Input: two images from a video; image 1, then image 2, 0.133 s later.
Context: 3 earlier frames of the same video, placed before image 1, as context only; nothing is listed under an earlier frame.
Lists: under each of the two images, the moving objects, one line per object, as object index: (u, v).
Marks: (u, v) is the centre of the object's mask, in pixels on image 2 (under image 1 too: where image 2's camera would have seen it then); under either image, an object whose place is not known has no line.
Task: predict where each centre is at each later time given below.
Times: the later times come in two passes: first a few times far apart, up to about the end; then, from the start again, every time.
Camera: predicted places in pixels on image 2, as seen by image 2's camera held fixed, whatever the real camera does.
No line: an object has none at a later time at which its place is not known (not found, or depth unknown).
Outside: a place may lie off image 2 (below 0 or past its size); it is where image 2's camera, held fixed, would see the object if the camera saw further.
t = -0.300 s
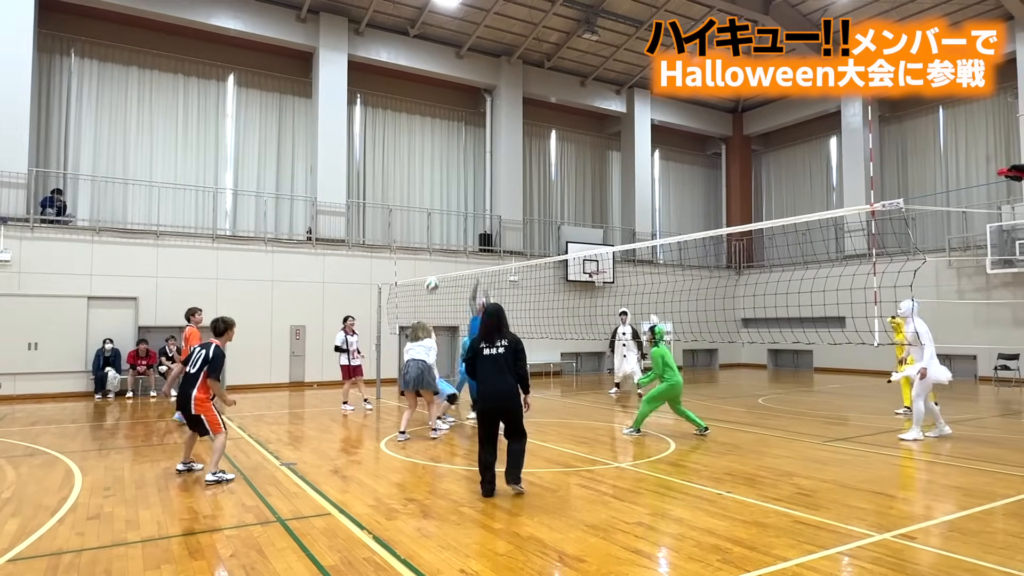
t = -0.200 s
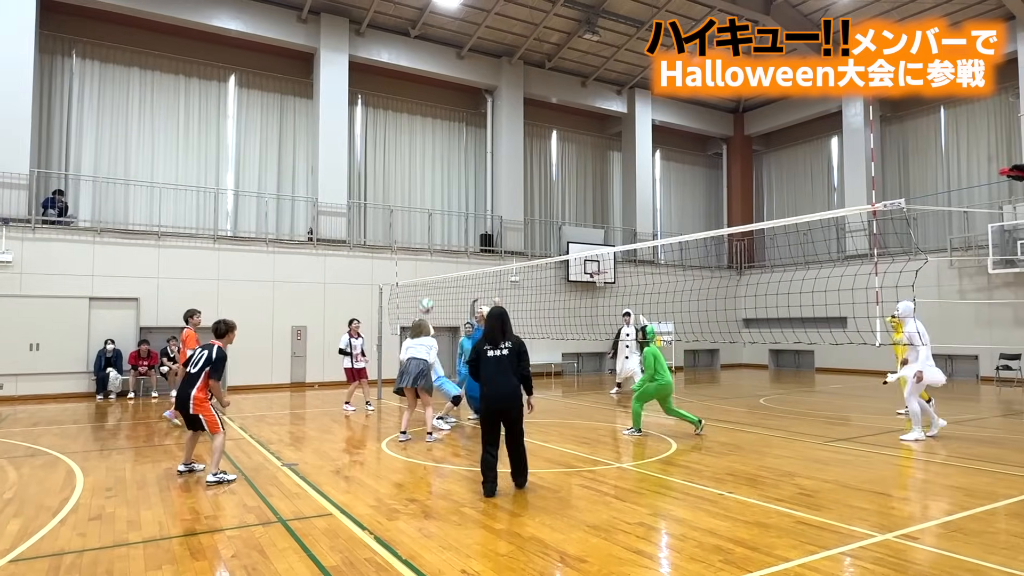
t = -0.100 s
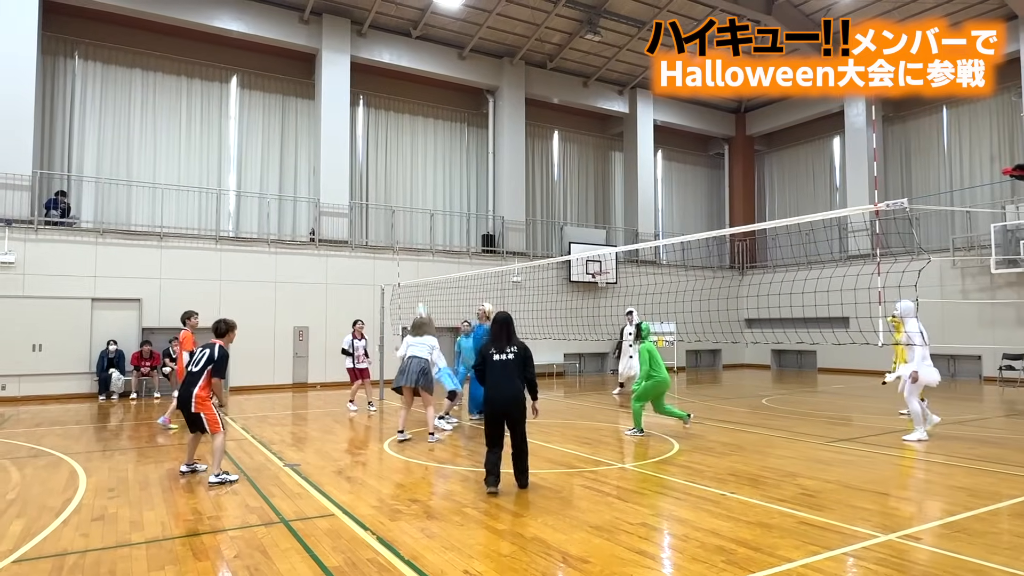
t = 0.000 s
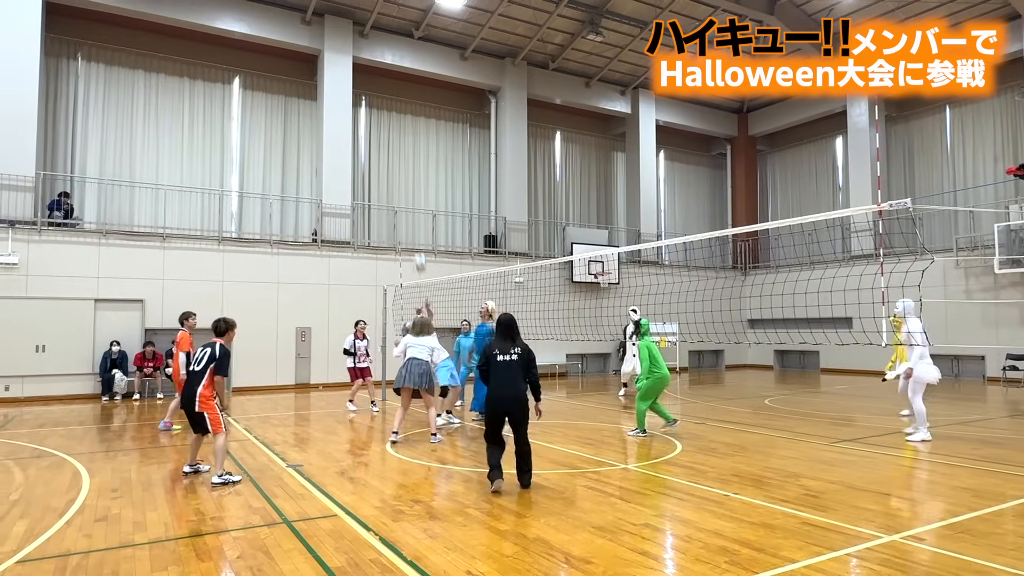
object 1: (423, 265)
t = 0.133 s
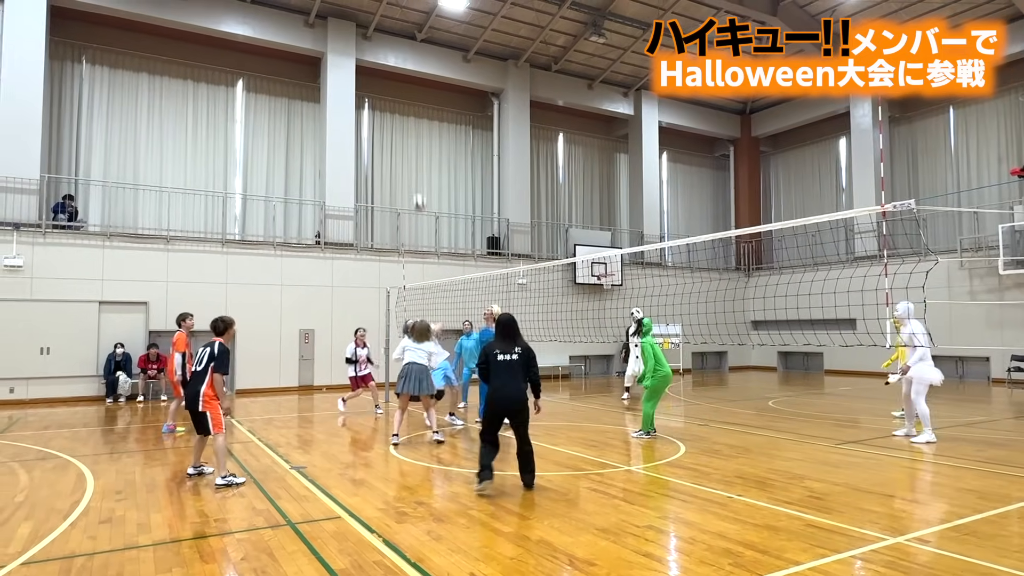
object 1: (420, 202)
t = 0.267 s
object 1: (416, 153)
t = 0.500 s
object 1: (410, 94)
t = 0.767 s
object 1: (404, 71)
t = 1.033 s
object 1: (398, 96)
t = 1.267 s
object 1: (394, 163)
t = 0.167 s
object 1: (418, 188)
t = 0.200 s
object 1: (418, 176)
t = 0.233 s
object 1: (416, 163)
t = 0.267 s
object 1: (416, 153)
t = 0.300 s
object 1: (414, 142)
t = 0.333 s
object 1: (414, 132)
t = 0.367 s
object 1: (413, 122)
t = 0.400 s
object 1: (412, 115)
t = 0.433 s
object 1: (411, 107)
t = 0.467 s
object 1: (410, 100)
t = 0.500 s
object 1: (410, 94)
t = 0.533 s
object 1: (409, 89)
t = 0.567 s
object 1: (408, 84)
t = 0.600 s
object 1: (407, 79)
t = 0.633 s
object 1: (407, 76)
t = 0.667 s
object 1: (406, 74)
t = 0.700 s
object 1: (405, 72)
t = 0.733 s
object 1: (405, 71)
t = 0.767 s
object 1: (404, 71)
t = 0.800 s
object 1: (403, 71)
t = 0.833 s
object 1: (402, 72)
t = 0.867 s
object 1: (402, 74)
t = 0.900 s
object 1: (401, 77)
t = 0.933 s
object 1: (401, 80)
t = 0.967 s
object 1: (399, 85)
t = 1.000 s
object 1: (398, 90)
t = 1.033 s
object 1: (398, 96)
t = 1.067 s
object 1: (397, 103)
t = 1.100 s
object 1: (396, 110)
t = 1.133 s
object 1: (395, 118)
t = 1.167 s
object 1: (397, 129)
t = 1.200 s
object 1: (395, 139)
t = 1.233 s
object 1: (394, 151)
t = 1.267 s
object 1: (394, 163)
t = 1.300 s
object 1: (393, 176)
